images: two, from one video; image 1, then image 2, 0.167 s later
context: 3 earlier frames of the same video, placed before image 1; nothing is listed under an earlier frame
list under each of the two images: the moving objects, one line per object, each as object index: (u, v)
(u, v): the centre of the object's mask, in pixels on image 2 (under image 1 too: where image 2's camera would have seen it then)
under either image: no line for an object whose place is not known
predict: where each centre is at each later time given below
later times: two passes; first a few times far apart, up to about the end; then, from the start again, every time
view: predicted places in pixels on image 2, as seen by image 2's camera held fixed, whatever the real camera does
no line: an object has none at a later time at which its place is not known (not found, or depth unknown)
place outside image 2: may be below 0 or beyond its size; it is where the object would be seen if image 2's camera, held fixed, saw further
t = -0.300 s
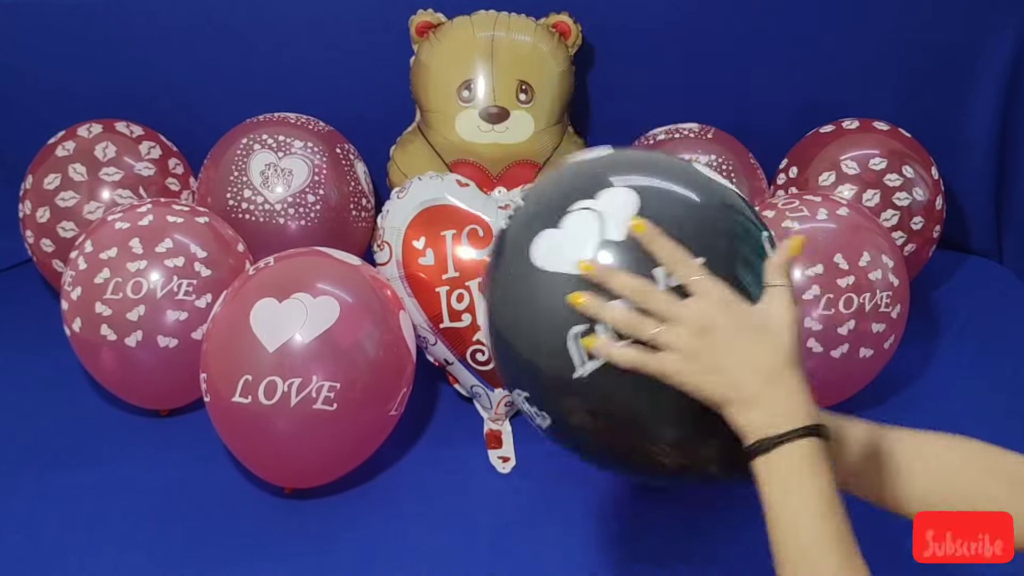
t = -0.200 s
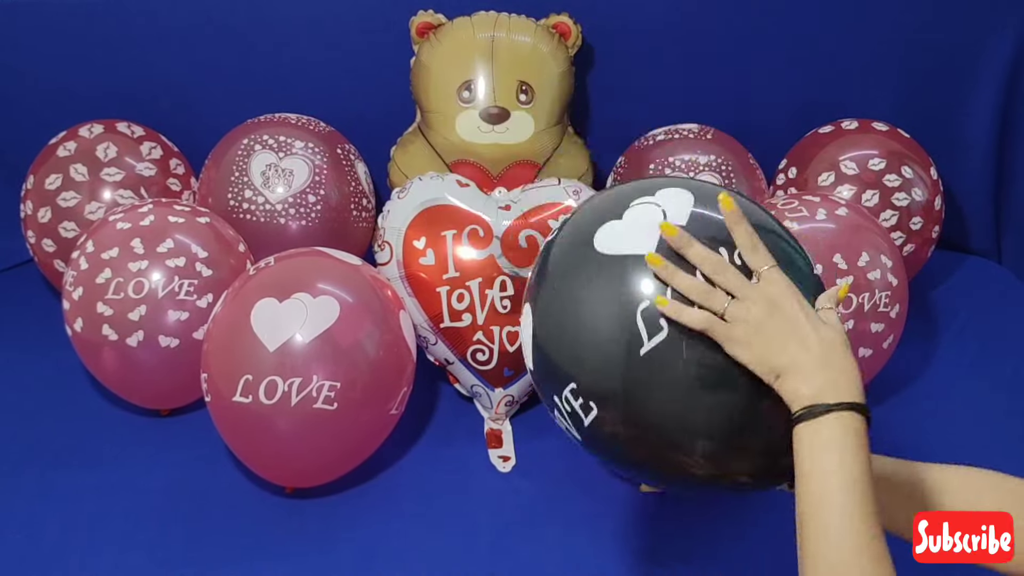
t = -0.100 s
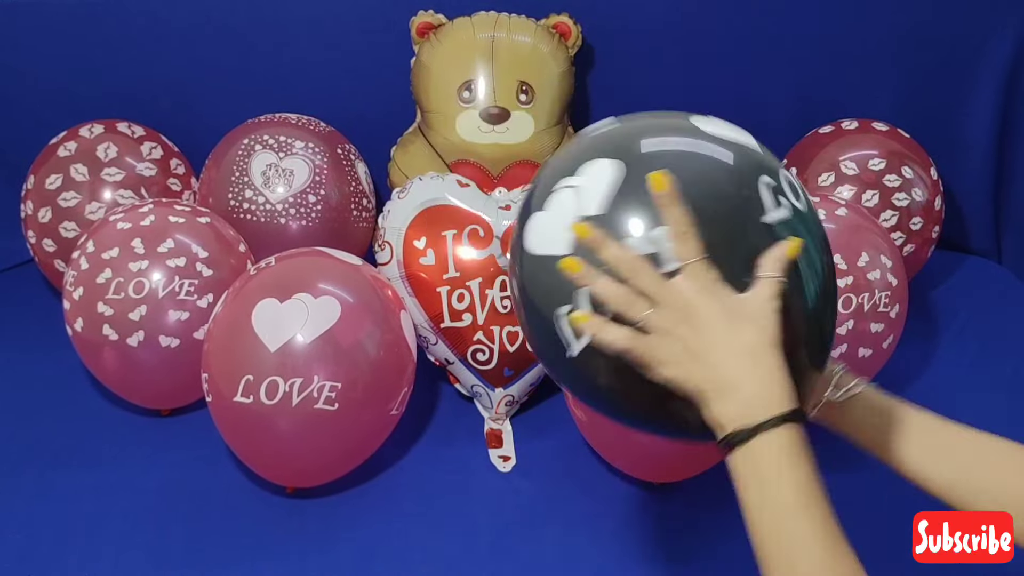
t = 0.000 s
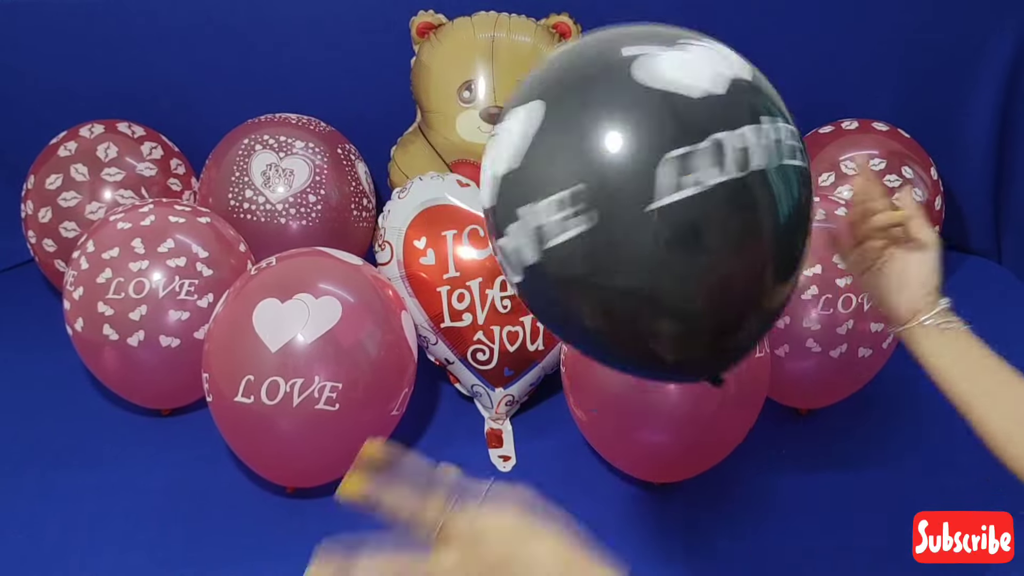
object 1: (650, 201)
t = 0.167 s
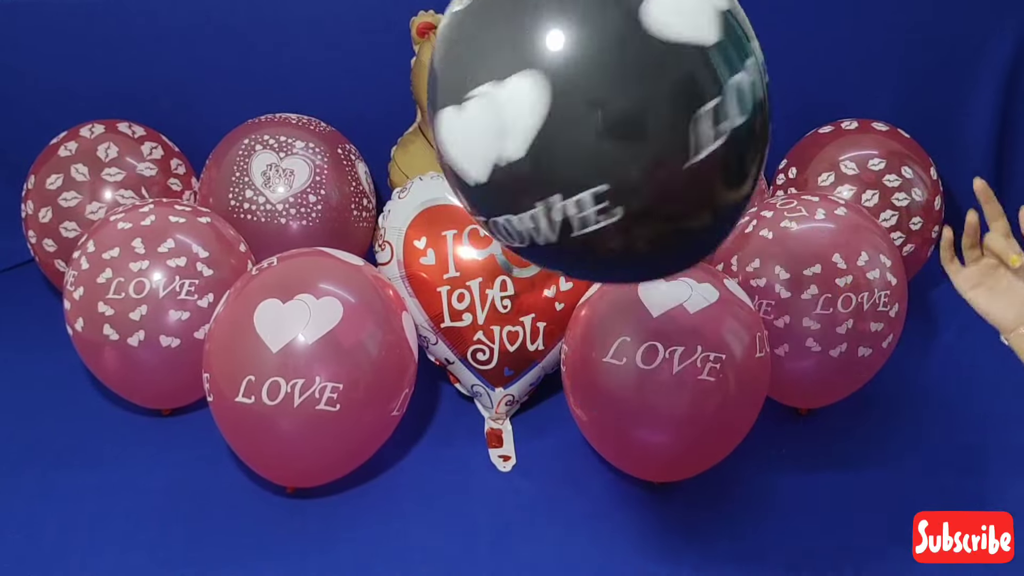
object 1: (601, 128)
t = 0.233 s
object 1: (580, 115)
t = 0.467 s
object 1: (520, 100)
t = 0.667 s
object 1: (476, 116)
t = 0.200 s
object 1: (590, 121)
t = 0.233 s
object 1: (580, 115)
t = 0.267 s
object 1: (571, 110)
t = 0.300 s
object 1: (561, 107)
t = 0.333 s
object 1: (552, 104)
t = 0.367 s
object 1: (543, 102)
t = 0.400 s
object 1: (535, 100)
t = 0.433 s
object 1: (527, 100)
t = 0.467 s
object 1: (520, 100)
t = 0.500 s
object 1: (513, 100)
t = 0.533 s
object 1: (505, 102)
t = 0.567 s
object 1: (498, 104)
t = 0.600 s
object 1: (491, 108)
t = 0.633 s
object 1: (483, 112)
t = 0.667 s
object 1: (476, 116)
